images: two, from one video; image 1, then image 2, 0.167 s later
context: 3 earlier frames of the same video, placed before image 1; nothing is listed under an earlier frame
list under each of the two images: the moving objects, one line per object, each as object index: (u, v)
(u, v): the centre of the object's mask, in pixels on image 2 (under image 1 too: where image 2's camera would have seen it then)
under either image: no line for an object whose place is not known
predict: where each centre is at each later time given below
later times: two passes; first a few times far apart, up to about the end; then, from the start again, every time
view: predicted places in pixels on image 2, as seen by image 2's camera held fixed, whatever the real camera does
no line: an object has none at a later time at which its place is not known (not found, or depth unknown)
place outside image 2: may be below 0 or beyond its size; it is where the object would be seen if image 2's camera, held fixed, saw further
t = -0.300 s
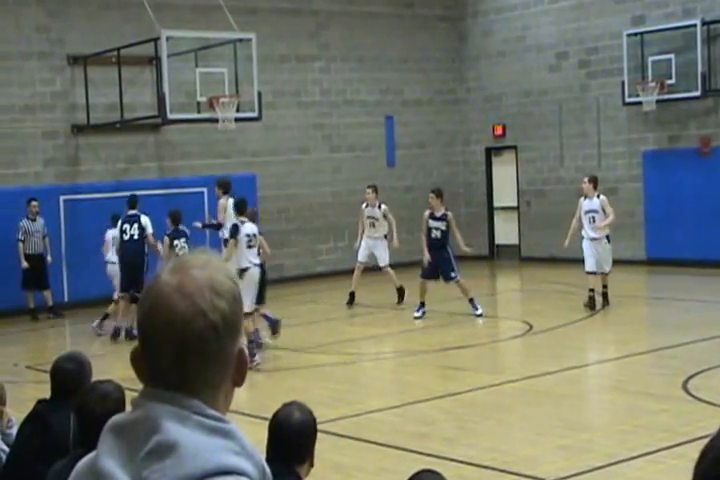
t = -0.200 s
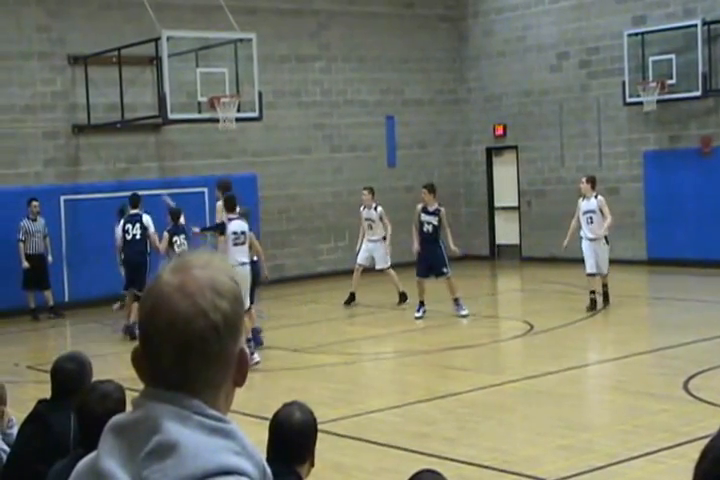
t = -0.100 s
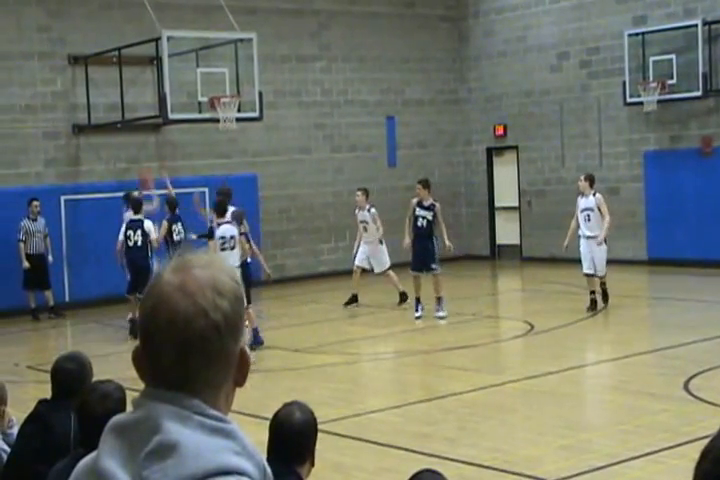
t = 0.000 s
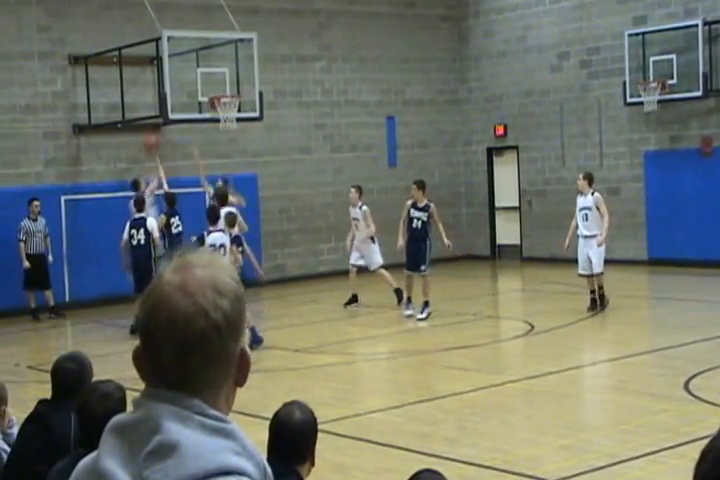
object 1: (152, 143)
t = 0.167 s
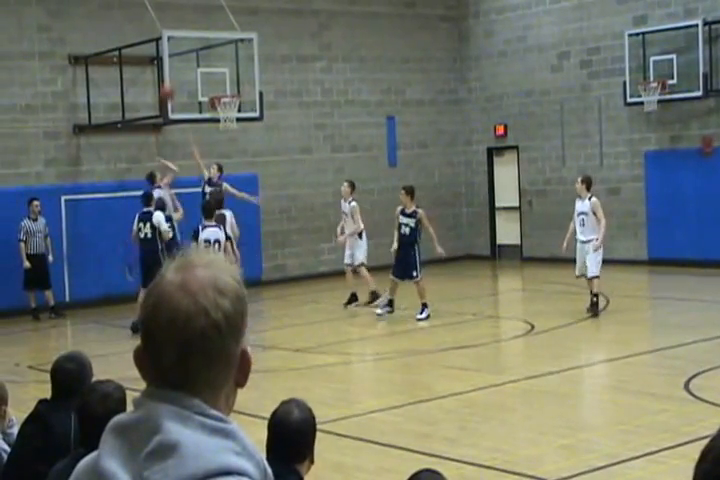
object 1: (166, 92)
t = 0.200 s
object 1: (170, 86)
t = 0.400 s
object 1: (189, 55)
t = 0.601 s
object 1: (210, 53)
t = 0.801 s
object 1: (231, 81)
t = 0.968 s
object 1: (228, 82)
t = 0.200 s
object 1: (170, 86)
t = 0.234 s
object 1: (173, 78)
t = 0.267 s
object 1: (177, 71)
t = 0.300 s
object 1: (181, 65)
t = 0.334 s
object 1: (183, 61)
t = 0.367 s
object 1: (186, 57)
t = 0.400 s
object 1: (189, 55)
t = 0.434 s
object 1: (193, 52)
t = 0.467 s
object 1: (197, 51)
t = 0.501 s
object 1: (200, 50)
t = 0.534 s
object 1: (203, 51)
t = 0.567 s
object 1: (206, 51)
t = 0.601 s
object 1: (210, 53)
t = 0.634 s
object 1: (214, 56)
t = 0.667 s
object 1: (217, 58)
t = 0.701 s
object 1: (221, 64)
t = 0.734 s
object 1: (225, 70)
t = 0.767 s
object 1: (228, 75)
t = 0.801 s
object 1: (231, 81)
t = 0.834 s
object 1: (235, 87)
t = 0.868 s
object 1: (234, 87)
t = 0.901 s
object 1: (233, 85)
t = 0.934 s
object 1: (230, 83)
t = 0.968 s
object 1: (228, 82)
